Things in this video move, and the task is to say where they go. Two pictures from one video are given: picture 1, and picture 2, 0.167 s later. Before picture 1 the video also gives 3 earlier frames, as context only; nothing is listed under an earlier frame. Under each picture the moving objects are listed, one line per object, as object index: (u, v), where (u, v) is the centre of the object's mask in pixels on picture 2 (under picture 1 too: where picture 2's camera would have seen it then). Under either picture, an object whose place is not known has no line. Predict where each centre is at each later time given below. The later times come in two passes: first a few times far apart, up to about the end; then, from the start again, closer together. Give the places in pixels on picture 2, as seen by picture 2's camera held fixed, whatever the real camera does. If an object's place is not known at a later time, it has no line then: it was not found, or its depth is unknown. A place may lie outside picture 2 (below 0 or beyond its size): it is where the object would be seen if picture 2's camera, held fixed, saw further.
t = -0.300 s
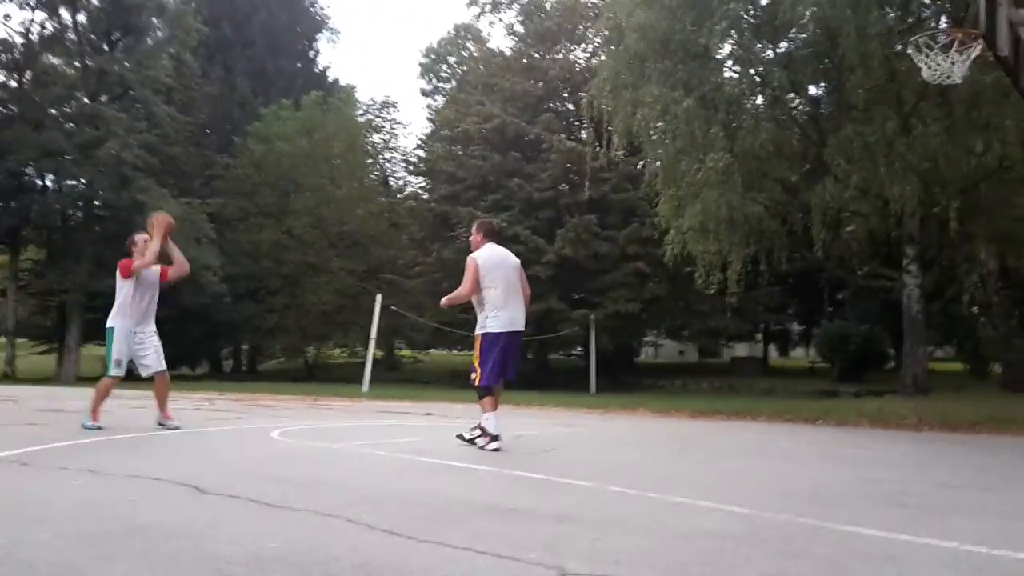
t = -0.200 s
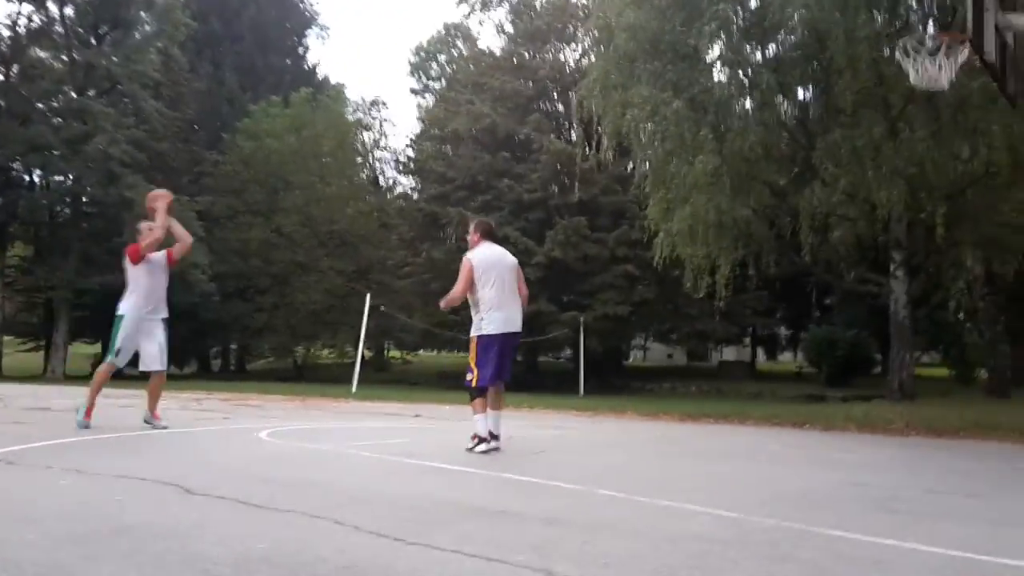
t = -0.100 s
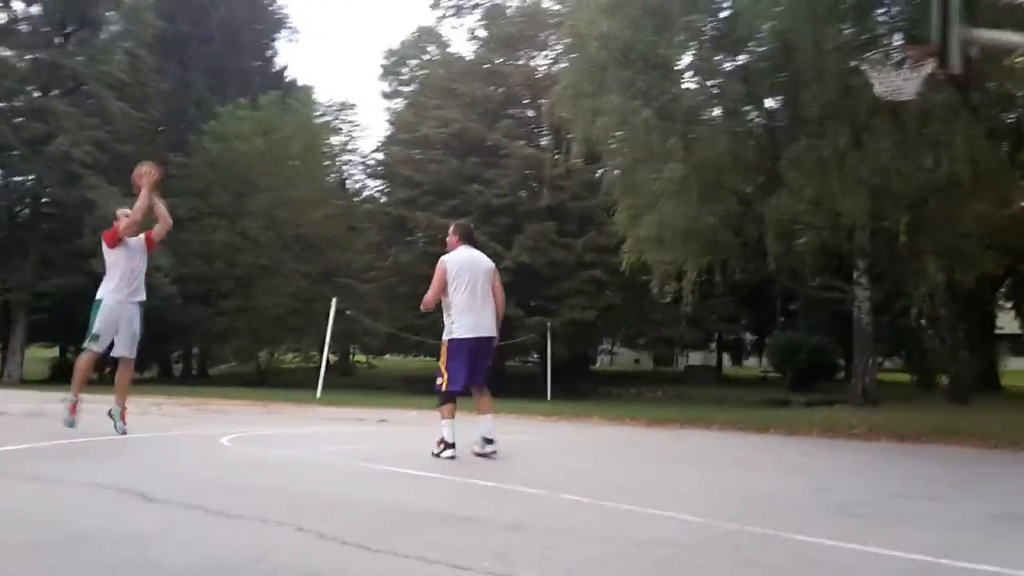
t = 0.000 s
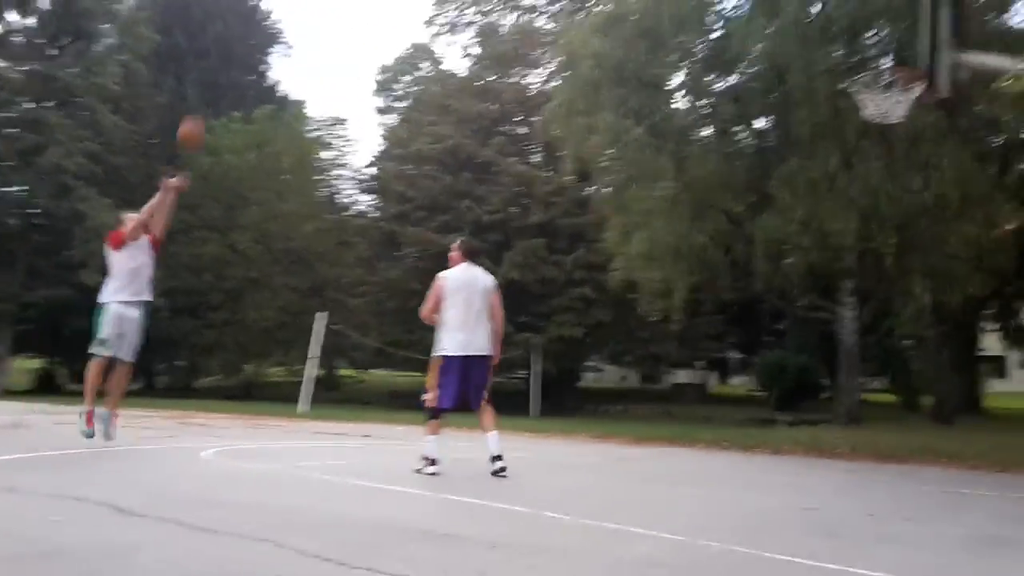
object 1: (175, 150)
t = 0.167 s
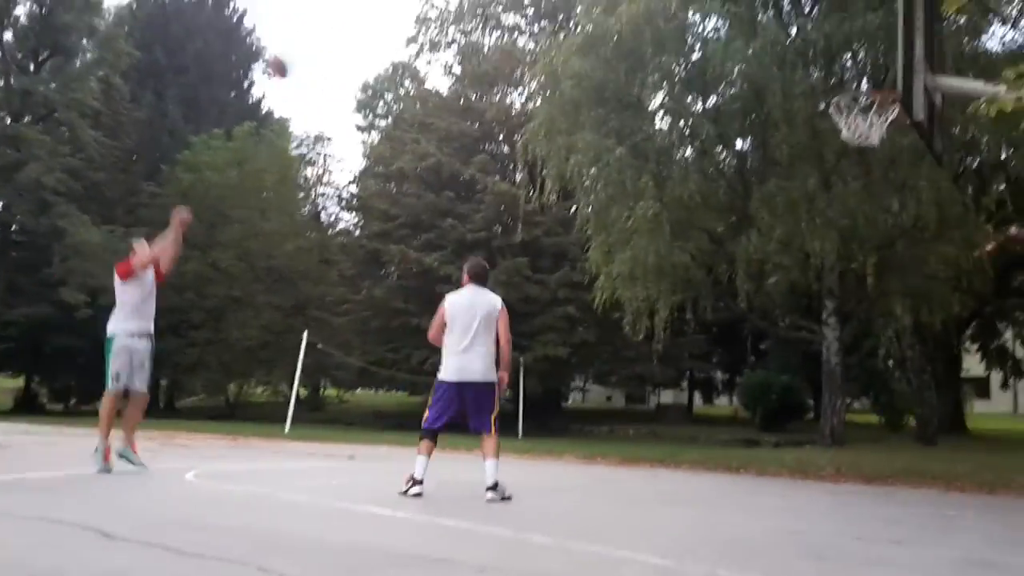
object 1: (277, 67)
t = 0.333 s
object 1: (389, 13)
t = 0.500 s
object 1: (495, -20)
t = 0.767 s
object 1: (675, -2)
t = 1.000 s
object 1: (841, 75)
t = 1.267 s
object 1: (747, 32)
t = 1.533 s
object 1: (595, 22)
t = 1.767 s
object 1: (457, 82)
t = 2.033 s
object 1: (289, 237)
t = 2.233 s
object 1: (168, 423)
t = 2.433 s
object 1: (112, 359)
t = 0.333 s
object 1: (389, 13)
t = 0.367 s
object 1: (409, 4)
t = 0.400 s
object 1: (429, -5)
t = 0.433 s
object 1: (451, -10)
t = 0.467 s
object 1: (472, -15)
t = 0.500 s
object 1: (495, -20)
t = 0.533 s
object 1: (518, -17)
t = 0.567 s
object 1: (541, -16)
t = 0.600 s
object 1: (555, -20)
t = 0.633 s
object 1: (583, -18)
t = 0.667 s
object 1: (608, -15)
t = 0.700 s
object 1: (625, -10)
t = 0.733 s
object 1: (650, -6)
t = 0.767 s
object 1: (675, -2)
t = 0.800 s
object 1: (700, 7)
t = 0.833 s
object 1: (724, 16)
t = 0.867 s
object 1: (741, 21)
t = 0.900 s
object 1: (769, 34)
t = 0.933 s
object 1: (795, 48)
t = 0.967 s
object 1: (816, 61)
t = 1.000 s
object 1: (841, 75)
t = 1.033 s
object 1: (872, 96)
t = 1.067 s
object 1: (868, 95)
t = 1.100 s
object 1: (846, 80)
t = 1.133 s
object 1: (828, 67)
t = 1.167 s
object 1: (811, 59)
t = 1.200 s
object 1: (789, 47)
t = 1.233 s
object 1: (769, 41)
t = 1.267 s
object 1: (747, 32)
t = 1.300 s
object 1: (730, 25)
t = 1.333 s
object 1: (710, 20)
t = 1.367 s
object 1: (690, 17)
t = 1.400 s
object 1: (669, 16)
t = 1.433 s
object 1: (649, 16)
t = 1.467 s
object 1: (633, 16)
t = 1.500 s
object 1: (610, 18)
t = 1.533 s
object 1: (595, 22)
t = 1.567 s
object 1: (574, 28)
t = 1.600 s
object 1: (555, 31)
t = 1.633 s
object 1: (536, 40)
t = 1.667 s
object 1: (513, 52)
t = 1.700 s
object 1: (496, 58)
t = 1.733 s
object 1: (475, 70)
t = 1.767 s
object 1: (457, 82)
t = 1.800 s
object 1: (432, 100)
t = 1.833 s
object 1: (415, 115)
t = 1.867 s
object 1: (394, 130)
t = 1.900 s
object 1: (376, 145)
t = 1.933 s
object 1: (354, 170)
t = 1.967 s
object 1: (331, 191)
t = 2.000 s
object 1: (309, 214)
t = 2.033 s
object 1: (289, 237)
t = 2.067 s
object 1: (270, 260)
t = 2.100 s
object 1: (247, 291)
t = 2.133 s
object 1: (227, 320)
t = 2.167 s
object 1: (208, 355)
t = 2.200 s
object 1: (188, 388)
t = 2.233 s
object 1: (168, 423)
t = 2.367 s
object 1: (126, 402)
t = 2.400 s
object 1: (117, 381)
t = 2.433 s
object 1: (112, 359)
